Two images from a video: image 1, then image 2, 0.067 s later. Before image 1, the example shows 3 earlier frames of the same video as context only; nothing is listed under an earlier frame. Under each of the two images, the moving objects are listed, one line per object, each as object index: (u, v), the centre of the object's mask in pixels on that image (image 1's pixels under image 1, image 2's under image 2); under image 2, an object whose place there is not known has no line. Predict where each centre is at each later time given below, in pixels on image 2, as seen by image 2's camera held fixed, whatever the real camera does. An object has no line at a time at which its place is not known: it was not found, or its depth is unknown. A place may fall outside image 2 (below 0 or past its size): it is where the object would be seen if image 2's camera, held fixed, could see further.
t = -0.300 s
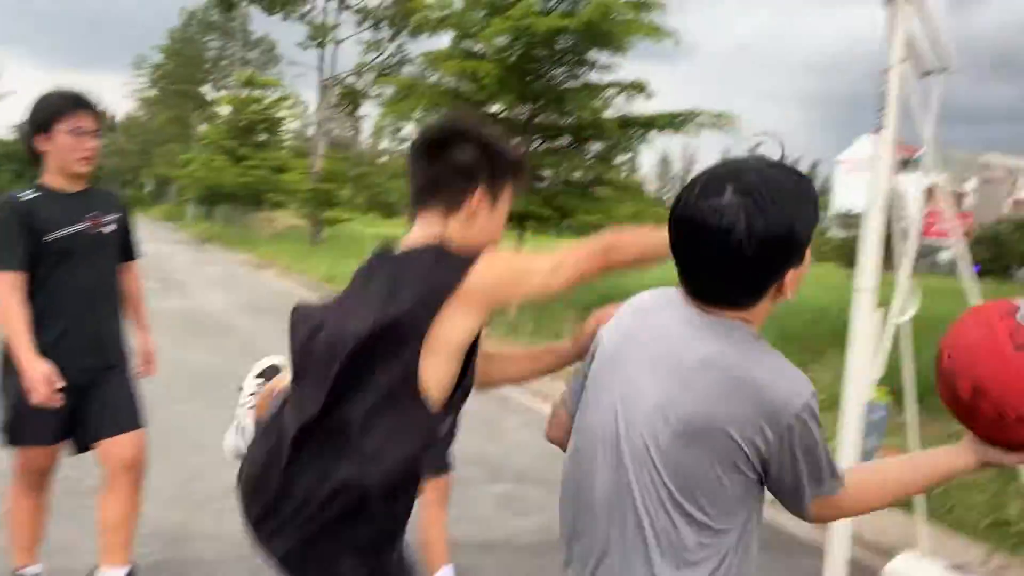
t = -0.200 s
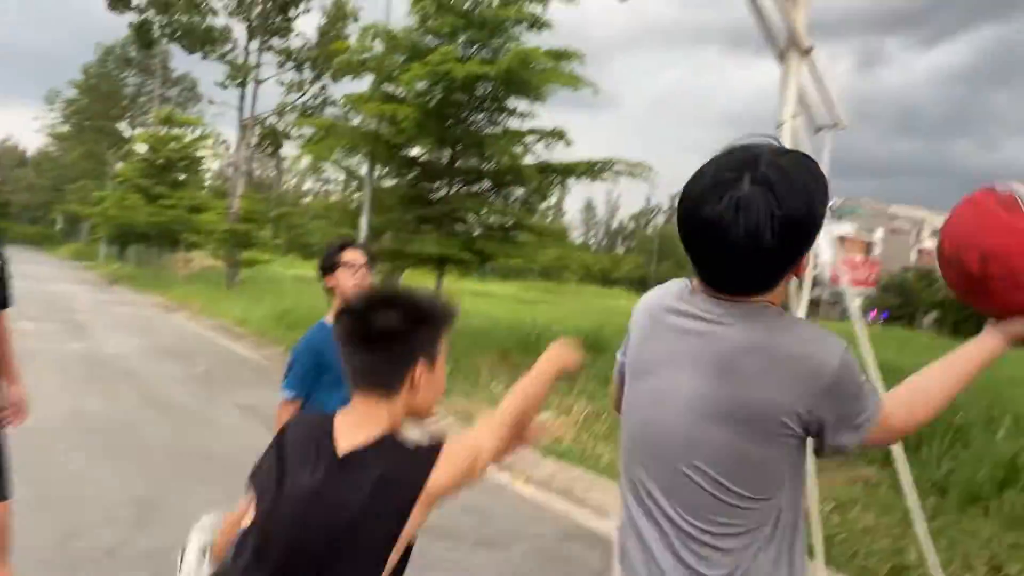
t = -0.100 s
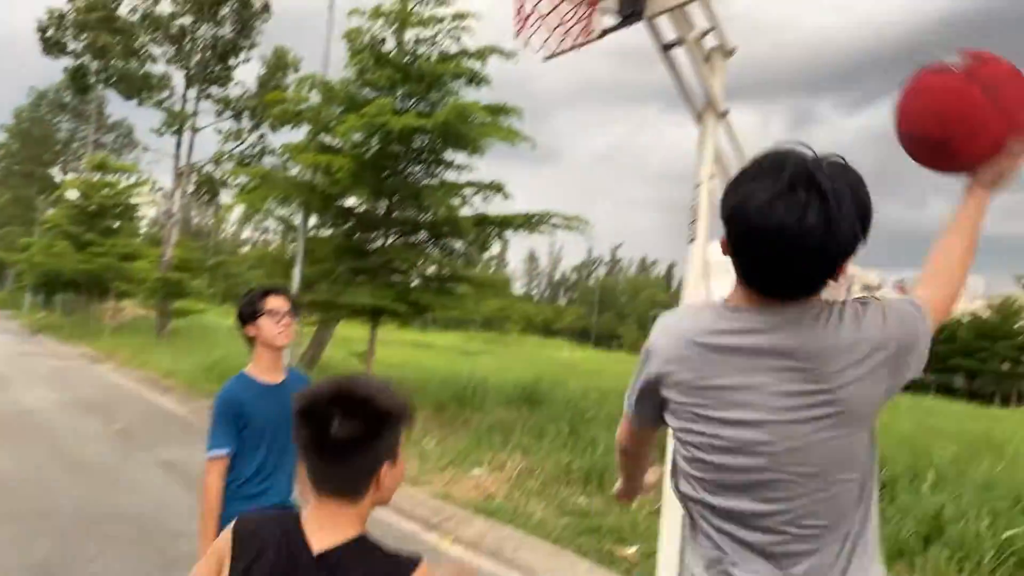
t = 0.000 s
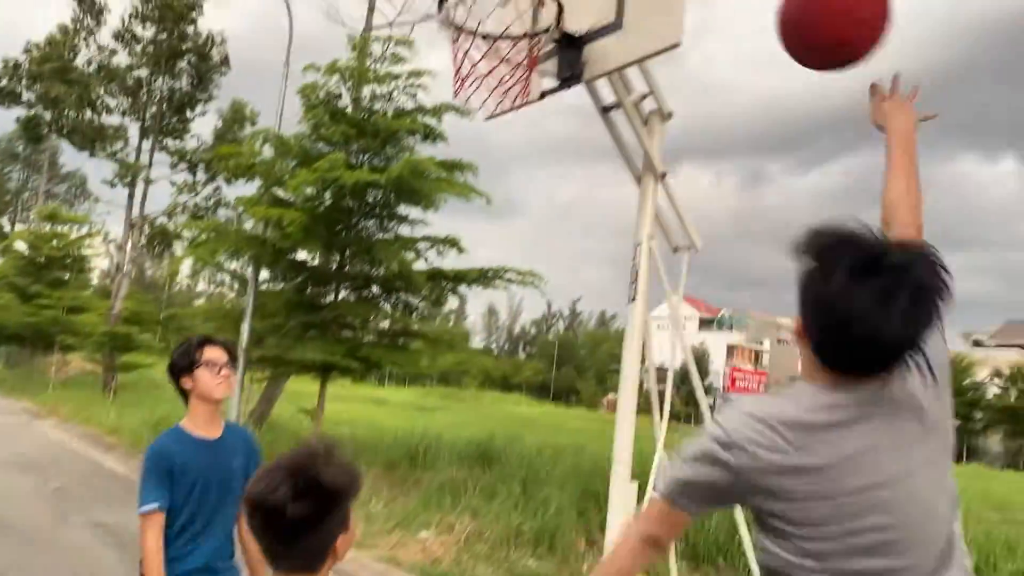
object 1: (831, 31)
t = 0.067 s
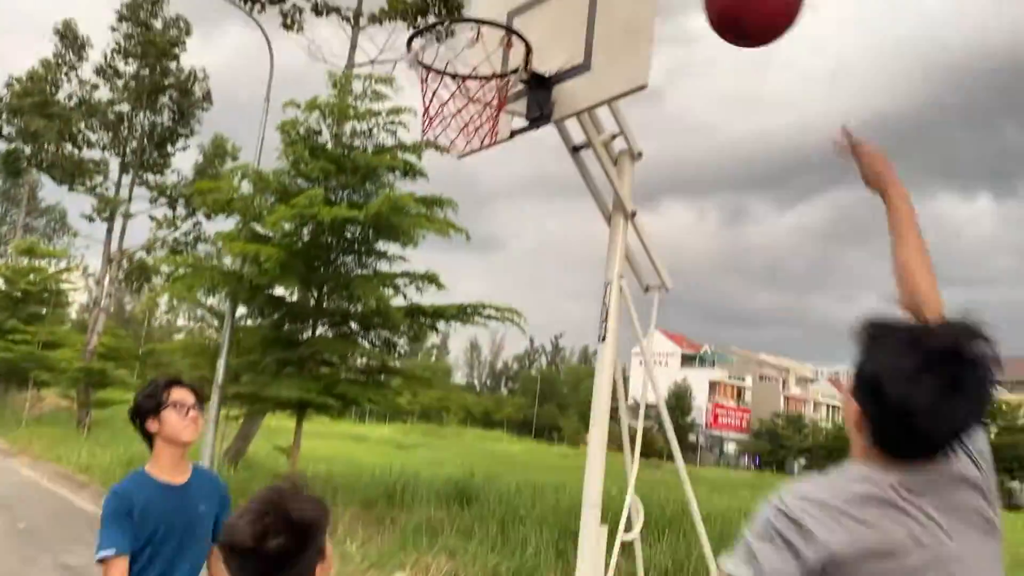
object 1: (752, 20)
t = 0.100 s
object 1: (731, -2)
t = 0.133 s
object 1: (711, -20)
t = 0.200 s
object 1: (679, -50)
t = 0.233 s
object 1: (664, -60)
